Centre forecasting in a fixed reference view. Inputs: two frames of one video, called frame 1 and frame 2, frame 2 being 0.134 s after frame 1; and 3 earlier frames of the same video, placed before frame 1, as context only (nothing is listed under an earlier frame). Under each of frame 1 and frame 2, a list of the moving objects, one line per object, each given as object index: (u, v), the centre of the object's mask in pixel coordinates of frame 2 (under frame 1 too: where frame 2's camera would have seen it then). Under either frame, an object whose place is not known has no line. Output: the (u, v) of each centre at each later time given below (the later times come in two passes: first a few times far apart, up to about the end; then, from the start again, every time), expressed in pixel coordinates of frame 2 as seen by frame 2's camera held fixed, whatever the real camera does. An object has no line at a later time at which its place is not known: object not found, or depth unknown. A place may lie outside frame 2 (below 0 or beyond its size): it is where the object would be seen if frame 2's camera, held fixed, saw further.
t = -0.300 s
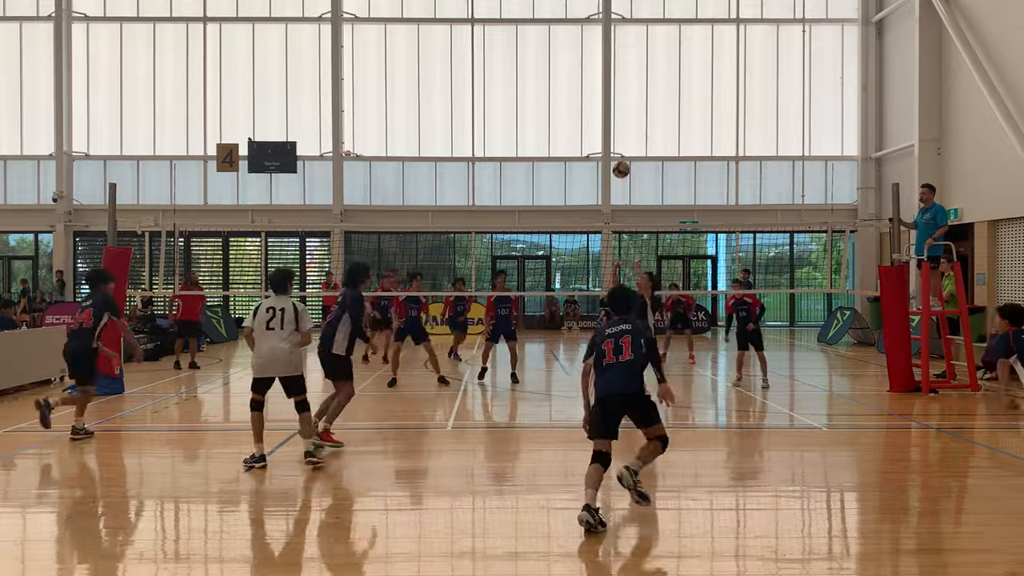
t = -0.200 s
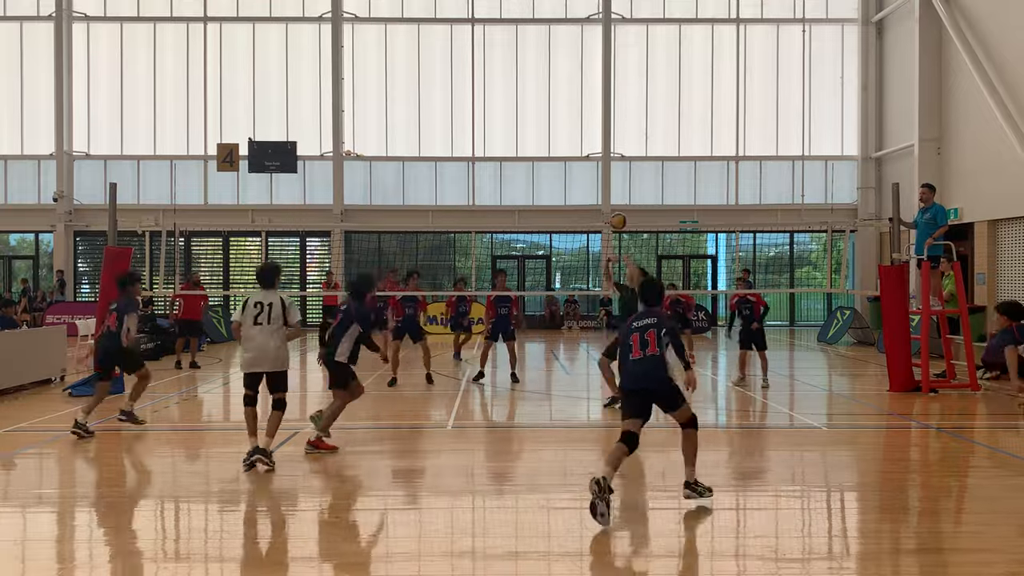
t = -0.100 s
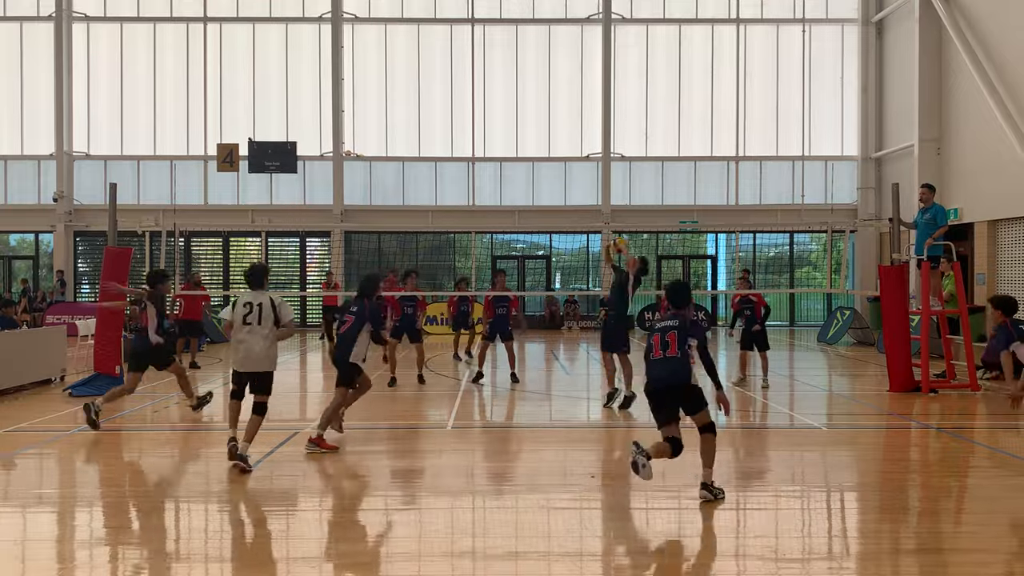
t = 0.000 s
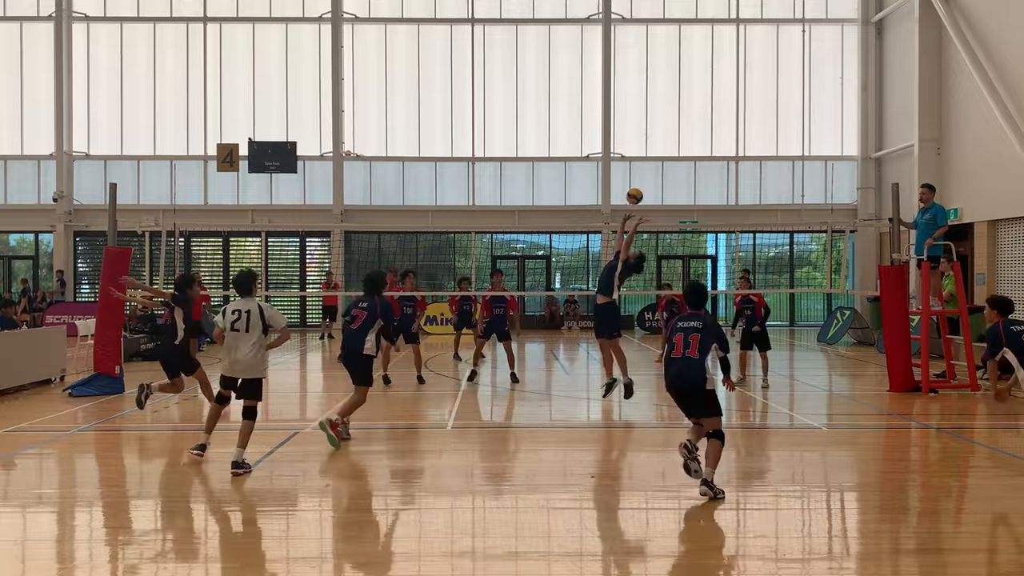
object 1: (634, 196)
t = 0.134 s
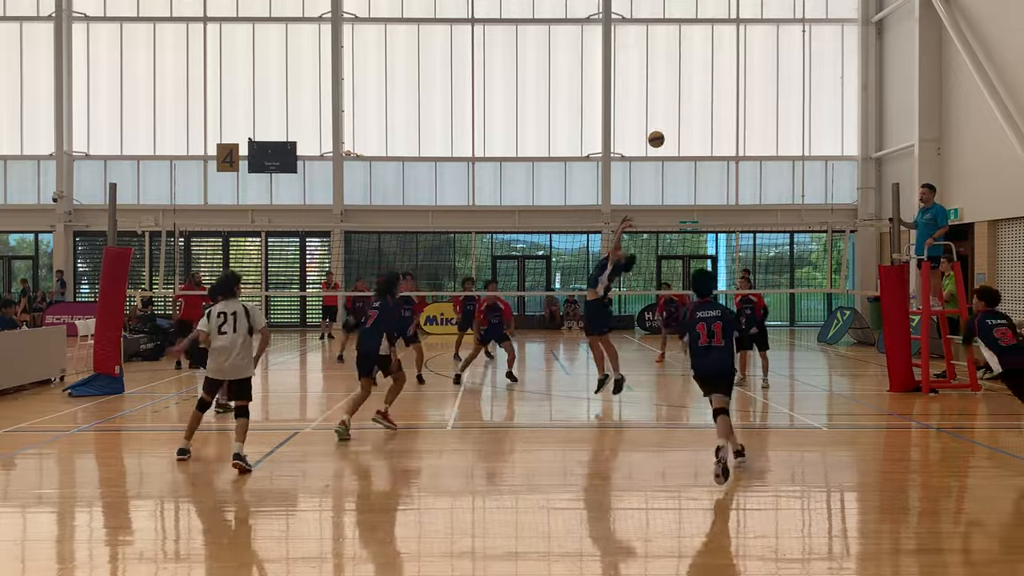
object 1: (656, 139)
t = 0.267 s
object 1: (676, 99)
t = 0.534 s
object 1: (716, 63)
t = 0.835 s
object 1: (757, 89)
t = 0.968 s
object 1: (775, 121)
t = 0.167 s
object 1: (661, 128)
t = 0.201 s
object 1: (666, 117)
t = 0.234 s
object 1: (671, 107)
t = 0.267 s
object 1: (676, 99)
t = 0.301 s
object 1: (681, 91)
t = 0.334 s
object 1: (686, 84)
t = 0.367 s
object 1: (691, 78)
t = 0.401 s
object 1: (696, 74)
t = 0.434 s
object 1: (701, 69)
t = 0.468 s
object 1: (706, 66)
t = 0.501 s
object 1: (711, 64)
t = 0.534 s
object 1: (716, 63)
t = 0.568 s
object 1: (720, 62)
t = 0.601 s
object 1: (725, 63)
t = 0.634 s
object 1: (730, 64)
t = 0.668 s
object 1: (734, 66)
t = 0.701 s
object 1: (739, 69)
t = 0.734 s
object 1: (744, 73)
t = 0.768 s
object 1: (748, 77)
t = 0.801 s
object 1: (753, 83)
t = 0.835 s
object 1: (757, 89)
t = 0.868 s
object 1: (762, 96)
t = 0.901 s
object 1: (766, 103)
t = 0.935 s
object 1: (770, 112)
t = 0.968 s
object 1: (775, 121)
